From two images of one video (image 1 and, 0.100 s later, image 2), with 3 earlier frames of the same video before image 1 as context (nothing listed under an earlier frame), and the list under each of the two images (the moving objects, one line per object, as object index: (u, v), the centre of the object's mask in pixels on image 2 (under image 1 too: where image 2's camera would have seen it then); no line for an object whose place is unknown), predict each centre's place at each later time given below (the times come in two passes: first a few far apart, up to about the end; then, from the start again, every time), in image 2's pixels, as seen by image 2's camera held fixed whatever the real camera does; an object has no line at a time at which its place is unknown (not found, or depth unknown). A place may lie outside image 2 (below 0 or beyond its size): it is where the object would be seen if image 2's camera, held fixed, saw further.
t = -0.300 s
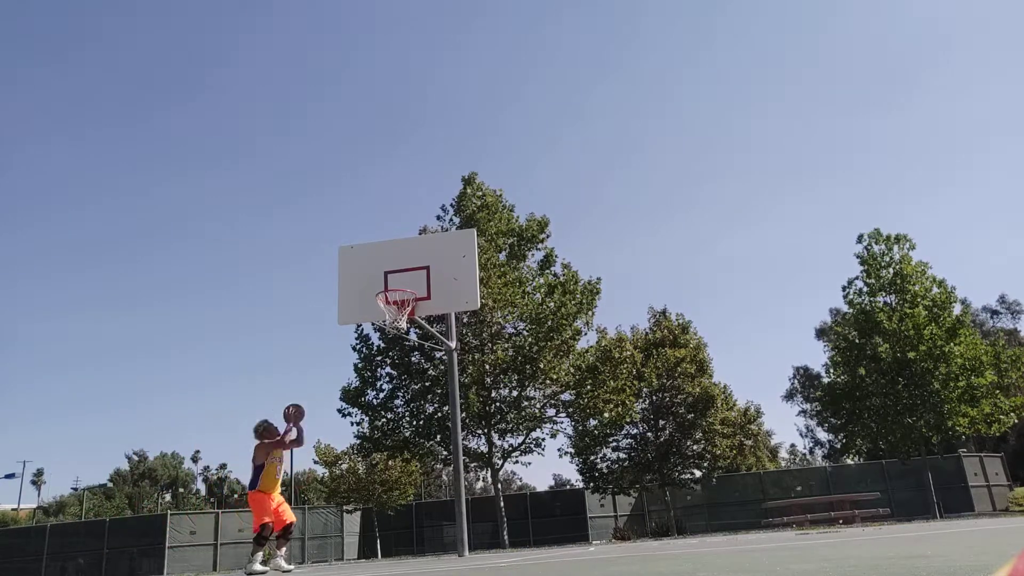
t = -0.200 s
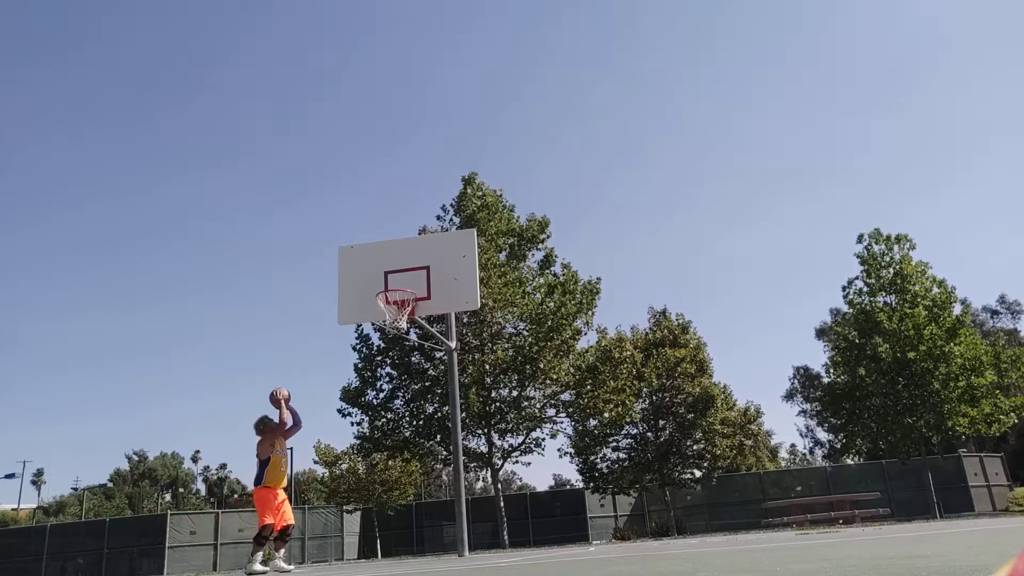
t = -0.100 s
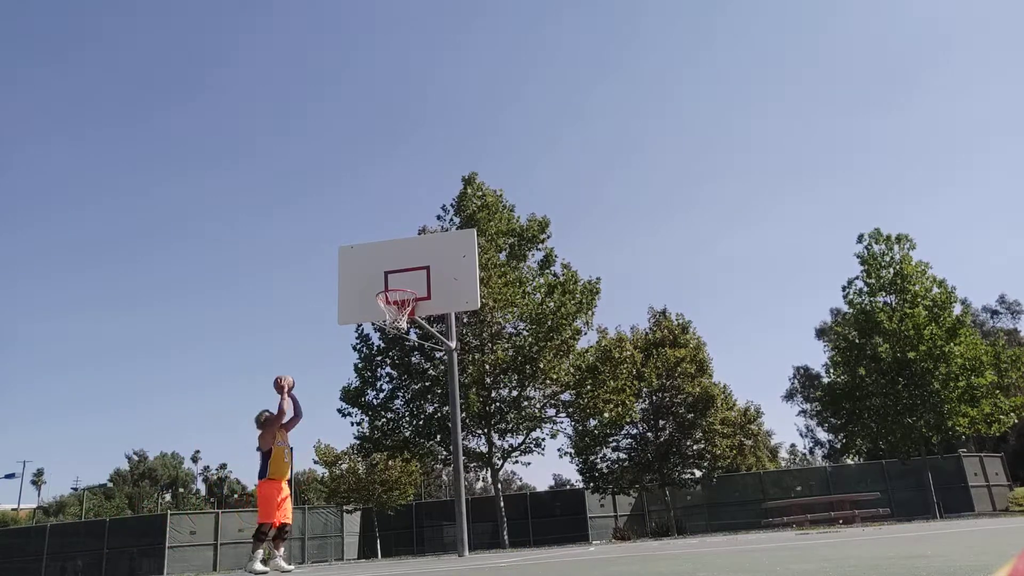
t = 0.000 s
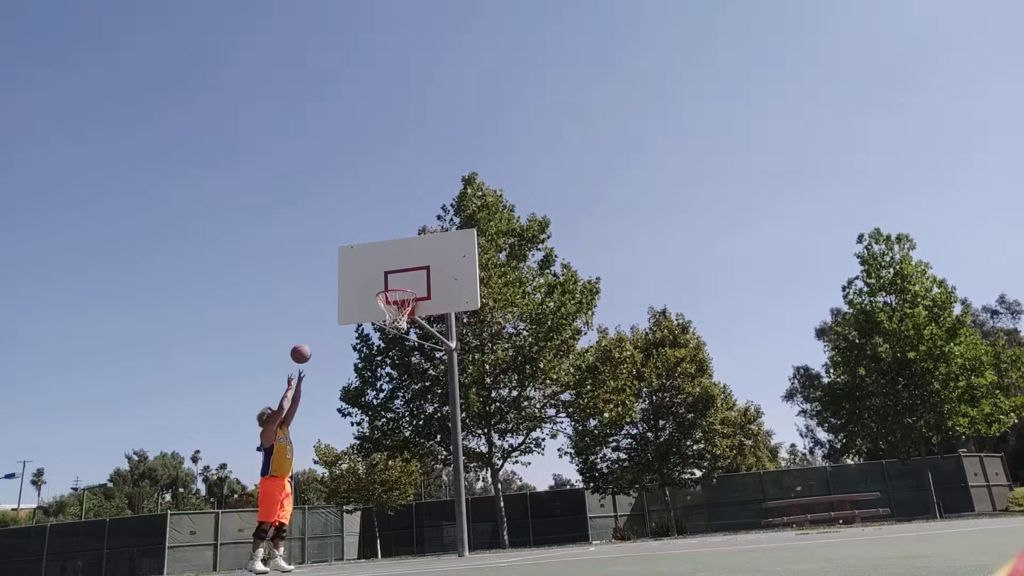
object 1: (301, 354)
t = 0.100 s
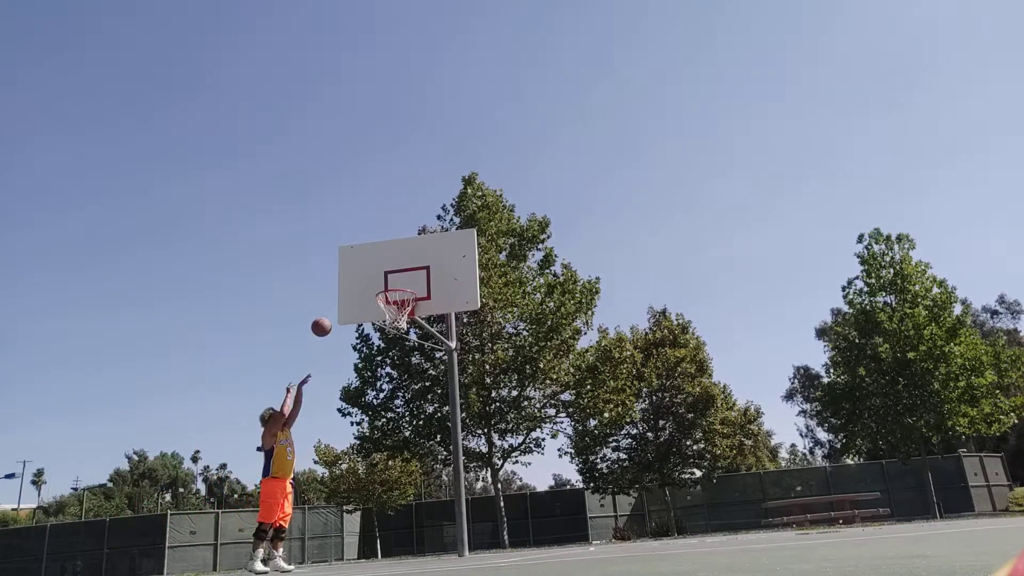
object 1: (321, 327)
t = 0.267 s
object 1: (354, 302)
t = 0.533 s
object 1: (365, 300)
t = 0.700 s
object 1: (342, 322)
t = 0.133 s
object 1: (328, 320)
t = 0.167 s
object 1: (334, 314)
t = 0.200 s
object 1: (341, 309)
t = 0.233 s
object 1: (347, 305)
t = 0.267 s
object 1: (354, 302)
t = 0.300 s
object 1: (361, 299)
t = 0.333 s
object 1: (364, 297)
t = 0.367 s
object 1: (367, 296)
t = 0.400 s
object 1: (368, 296)
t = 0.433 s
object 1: (370, 296)
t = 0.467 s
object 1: (371, 298)
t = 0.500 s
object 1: (369, 299)
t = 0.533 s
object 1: (365, 300)
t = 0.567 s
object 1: (360, 303)
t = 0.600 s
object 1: (356, 307)
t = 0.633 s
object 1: (351, 311)
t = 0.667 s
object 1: (346, 316)
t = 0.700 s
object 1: (342, 322)
